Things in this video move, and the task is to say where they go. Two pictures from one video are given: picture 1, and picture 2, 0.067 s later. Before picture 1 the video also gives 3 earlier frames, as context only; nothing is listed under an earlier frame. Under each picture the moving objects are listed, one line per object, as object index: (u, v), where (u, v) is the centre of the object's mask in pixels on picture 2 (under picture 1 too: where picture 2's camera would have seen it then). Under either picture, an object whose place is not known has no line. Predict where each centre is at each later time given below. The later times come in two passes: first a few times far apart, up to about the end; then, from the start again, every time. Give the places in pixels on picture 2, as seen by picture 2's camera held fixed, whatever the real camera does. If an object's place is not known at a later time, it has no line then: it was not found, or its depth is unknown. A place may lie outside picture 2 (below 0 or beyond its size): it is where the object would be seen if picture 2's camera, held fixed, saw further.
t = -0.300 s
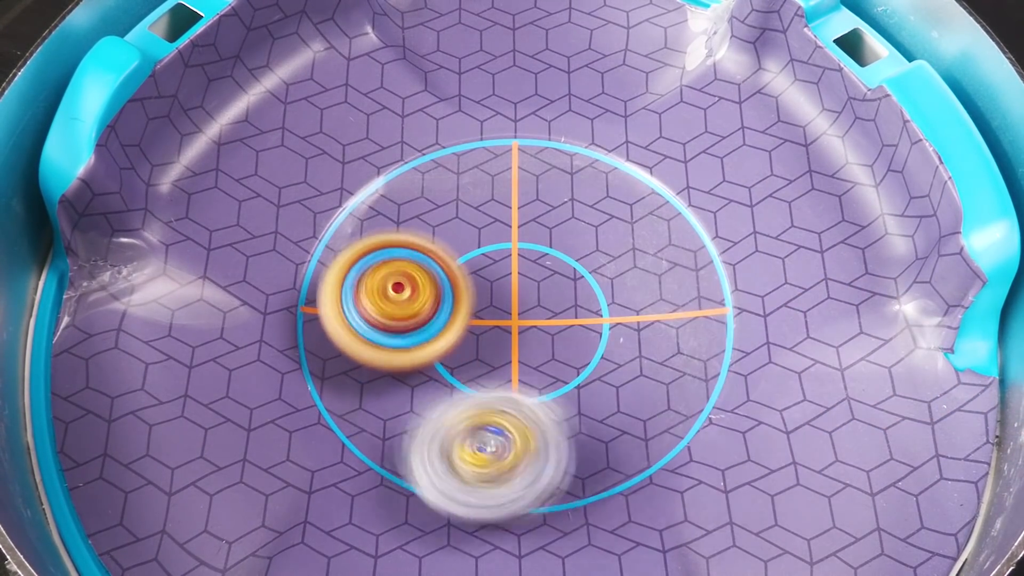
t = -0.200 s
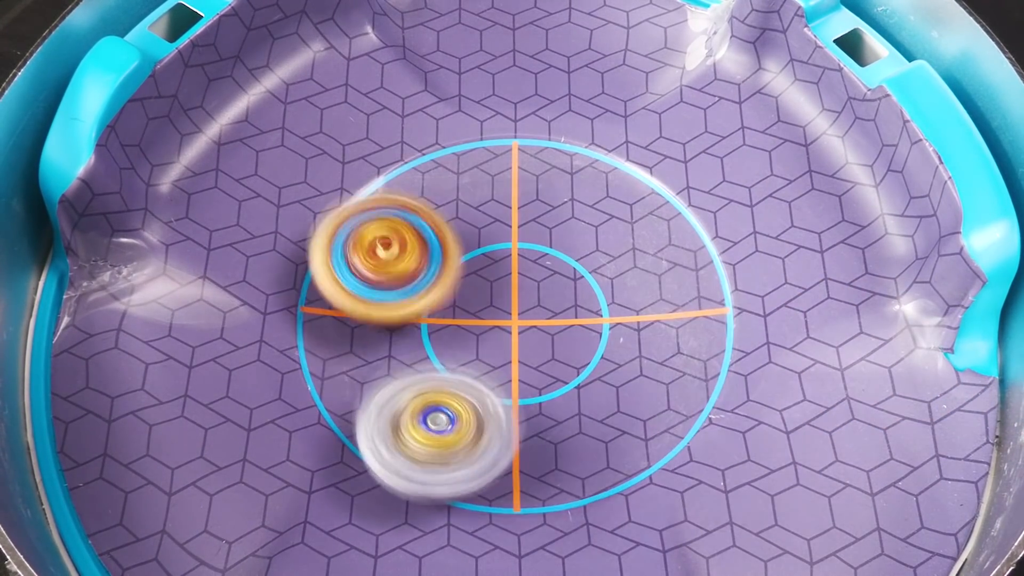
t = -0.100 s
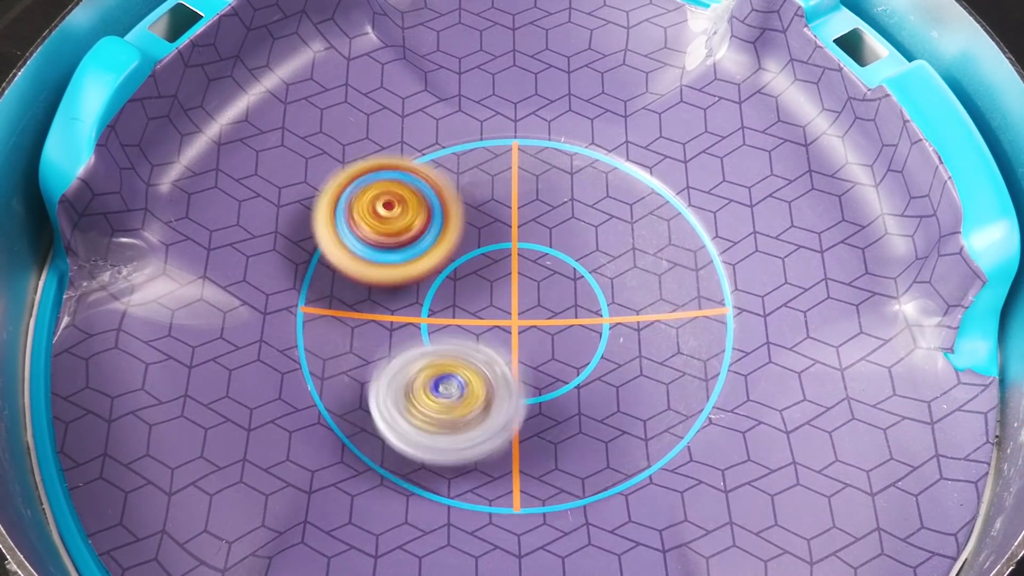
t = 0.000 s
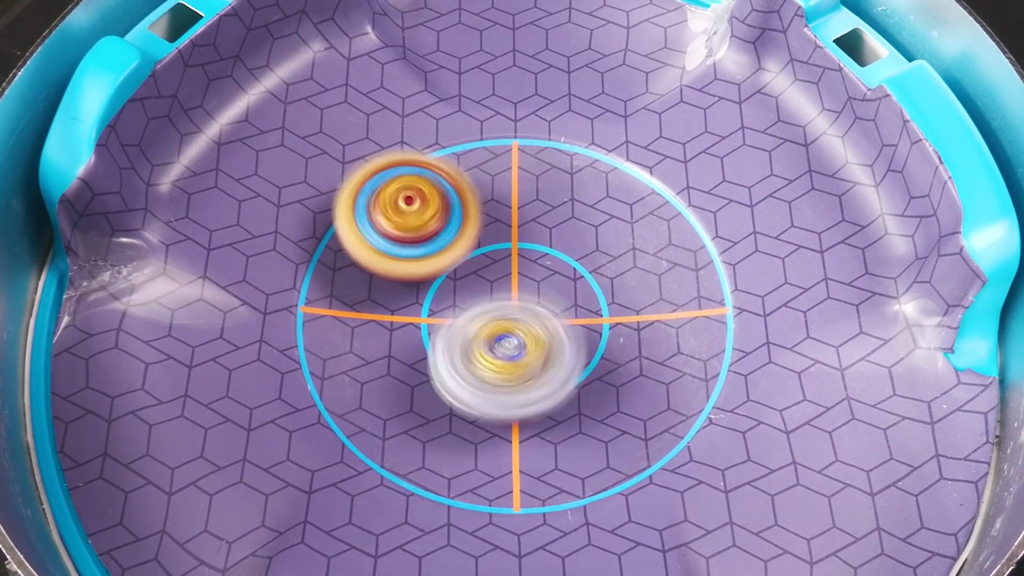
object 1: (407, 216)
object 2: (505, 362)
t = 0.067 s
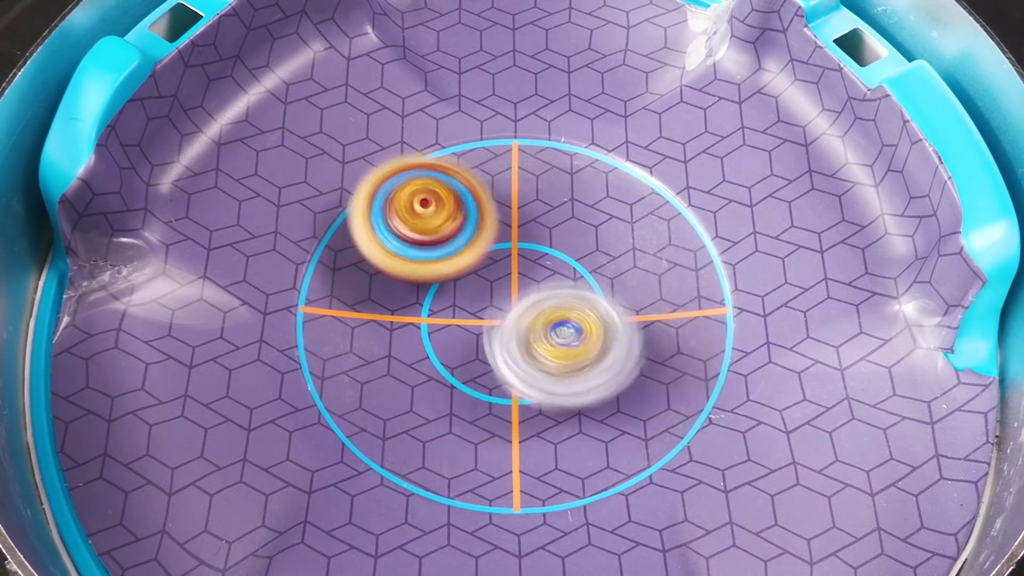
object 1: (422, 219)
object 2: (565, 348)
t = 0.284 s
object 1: (463, 241)
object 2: (655, 399)
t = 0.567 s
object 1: (401, 187)
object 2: (692, 399)
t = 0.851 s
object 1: (515, 218)
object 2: (759, 367)
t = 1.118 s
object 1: (512, 267)
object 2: (677, 316)
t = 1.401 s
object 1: (435, 283)
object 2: (665, 261)
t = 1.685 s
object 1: (381, 330)
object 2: (715, 158)
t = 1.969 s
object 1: (413, 325)
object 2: (691, 143)
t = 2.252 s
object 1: (439, 355)
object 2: (563, 211)
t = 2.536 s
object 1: (484, 418)
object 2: (463, 154)
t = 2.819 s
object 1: (510, 367)
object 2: (437, 165)
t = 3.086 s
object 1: (631, 343)
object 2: (354, 218)
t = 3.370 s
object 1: (663, 289)
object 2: (359, 253)
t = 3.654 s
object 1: (621, 216)
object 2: (498, 391)
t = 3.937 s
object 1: (527, 210)
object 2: (492, 395)
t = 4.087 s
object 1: (458, 231)
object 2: (502, 374)
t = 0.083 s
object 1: (426, 221)
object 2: (580, 348)
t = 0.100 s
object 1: (430, 222)
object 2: (595, 349)
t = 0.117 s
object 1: (433, 223)
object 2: (609, 350)
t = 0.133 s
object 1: (436, 225)
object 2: (621, 353)
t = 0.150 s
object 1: (439, 227)
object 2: (634, 355)
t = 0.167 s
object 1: (441, 228)
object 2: (642, 361)
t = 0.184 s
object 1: (445, 230)
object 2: (650, 366)
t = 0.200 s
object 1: (448, 232)
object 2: (655, 374)
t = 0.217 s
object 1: (451, 233)
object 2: (660, 380)
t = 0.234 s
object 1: (454, 235)
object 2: (661, 388)
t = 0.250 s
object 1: (458, 237)
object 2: (662, 391)
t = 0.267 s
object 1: (461, 239)
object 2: (659, 396)
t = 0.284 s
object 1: (463, 241)
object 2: (655, 399)
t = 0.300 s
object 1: (466, 243)
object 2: (648, 403)
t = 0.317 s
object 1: (469, 245)
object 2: (641, 403)
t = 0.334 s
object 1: (472, 247)
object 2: (632, 402)
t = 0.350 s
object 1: (475, 249)
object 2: (624, 399)
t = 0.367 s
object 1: (477, 251)
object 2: (614, 397)
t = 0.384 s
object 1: (480, 253)
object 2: (605, 391)
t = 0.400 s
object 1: (483, 255)
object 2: (595, 386)
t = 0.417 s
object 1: (486, 258)
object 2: (587, 377)
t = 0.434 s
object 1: (487, 258)
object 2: (579, 368)
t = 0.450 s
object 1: (482, 255)
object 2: (584, 364)
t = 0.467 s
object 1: (464, 241)
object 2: (607, 371)
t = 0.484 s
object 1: (447, 228)
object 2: (631, 377)
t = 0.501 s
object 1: (434, 216)
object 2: (650, 383)
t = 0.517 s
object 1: (422, 206)
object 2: (666, 389)
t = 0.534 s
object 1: (412, 199)
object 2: (678, 394)
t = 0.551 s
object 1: (404, 193)
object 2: (687, 396)
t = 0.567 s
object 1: (401, 187)
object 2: (692, 399)
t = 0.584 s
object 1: (398, 185)
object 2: (697, 402)
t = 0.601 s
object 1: (398, 184)
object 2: (702, 407)
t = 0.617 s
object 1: (400, 182)
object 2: (707, 411)
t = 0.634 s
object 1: (404, 183)
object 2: (711, 415)
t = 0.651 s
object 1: (410, 183)
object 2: (715, 417)
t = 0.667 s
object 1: (417, 183)
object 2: (718, 418)
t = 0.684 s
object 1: (426, 183)
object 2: (722, 418)
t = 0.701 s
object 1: (435, 185)
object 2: (727, 415)
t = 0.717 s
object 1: (444, 187)
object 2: (730, 415)
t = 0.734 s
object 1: (455, 189)
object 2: (735, 410)
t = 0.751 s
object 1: (466, 192)
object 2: (739, 406)
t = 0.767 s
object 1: (476, 197)
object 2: (743, 400)
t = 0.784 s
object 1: (484, 200)
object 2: (747, 392)
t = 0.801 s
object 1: (493, 204)
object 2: (752, 387)
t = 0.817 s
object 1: (501, 209)
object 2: (753, 381)
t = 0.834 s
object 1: (508, 213)
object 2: (756, 375)
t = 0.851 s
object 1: (515, 218)
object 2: (759, 367)
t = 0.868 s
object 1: (521, 222)
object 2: (762, 361)
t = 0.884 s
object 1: (527, 228)
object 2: (763, 355)
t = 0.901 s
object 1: (531, 232)
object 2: (764, 350)
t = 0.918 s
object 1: (536, 236)
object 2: (763, 344)
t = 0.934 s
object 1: (540, 240)
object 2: (764, 337)
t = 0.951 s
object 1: (542, 243)
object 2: (762, 332)
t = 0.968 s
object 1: (543, 246)
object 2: (761, 330)
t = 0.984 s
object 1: (543, 248)
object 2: (756, 326)
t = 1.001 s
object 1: (543, 251)
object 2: (750, 325)
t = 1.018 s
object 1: (540, 253)
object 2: (744, 323)
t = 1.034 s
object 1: (537, 255)
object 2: (736, 322)
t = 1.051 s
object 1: (533, 257)
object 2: (727, 321)
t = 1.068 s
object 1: (529, 259)
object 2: (716, 321)
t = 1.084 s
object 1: (523, 261)
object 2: (701, 320)
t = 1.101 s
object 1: (517, 263)
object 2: (690, 319)
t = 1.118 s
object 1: (512, 267)
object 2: (677, 316)
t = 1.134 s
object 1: (505, 270)
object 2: (662, 313)
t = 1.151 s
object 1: (498, 272)
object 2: (650, 309)
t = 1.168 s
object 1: (491, 274)
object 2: (643, 304)
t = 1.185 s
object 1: (479, 276)
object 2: (643, 299)
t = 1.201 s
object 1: (466, 277)
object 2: (646, 295)
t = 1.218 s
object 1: (457, 277)
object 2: (647, 290)
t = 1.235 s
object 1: (447, 278)
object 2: (651, 284)
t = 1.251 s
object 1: (440, 279)
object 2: (654, 280)
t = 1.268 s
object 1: (435, 278)
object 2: (657, 278)
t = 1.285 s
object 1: (433, 279)
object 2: (659, 274)
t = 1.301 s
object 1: (430, 280)
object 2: (661, 270)
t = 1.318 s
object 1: (429, 279)
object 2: (666, 268)
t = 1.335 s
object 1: (429, 281)
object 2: (667, 266)
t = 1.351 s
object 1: (429, 281)
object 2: (666, 264)
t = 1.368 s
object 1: (431, 282)
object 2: (667, 262)
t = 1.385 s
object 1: (434, 282)
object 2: (667, 260)
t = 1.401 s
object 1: (435, 283)
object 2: (665, 261)
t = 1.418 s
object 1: (438, 283)
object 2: (663, 259)
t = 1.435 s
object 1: (442, 283)
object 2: (657, 259)
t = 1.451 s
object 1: (445, 284)
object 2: (655, 261)
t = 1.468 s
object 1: (448, 284)
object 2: (649, 260)
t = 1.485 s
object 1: (453, 283)
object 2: (641, 260)
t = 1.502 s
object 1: (456, 284)
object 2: (634, 262)
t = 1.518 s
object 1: (460, 284)
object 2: (628, 258)
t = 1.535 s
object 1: (463, 283)
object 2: (617, 257)
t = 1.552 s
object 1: (465, 285)
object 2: (614, 252)
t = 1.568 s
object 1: (457, 289)
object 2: (616, 246)
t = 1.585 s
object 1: (438, 297)
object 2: (636, 224)
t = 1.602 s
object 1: (422, 305)
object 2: (657, 207)
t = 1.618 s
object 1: (411, 312)
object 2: (671, 195)
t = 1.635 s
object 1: (400, 318)
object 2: (684, 182)
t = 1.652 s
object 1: (391, 323)
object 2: (698, 171)
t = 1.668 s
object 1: (385, 327)
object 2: (707, 166)
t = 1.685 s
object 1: (381, 330)
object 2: (715, 158)
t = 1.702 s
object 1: (378, 331)
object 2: (727, 151)
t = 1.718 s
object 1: (377, 332)
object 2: (731, 146)
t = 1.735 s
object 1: (377, 332)
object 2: (741, 137)
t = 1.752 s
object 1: (377, 332)
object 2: (749, 130)
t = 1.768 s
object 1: (378, 332)
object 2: (753, 122)
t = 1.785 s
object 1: (380, 331)
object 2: (761, 114)
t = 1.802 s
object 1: (382, 330)
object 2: (765, 110)
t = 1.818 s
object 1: (383, 329)
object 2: (770, 101)
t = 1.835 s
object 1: (386, 329)
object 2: (774, 95)
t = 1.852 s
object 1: (389, 327)
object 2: (768, 99)
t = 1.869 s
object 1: (391, 327)
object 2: (760, 102)
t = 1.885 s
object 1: (395, 326)
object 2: (748, 109)
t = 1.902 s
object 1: (399, 326)
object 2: (738, 117)
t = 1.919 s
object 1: (402, 326)
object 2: (729, 121)
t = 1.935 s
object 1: (405, 325)
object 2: (713, 130)
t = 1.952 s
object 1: (410, 325)
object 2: (701, 134)
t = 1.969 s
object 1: (413, 325)
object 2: (691, 143)
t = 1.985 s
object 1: (417, 324)
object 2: (679, 150)
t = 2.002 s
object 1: (421, 324)
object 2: (668, 158)
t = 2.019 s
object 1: (425, 323)
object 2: (654, 170)
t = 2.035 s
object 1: (429, 322)
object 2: (645, 179)
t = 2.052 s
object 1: (433, 321)
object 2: (631, 190)
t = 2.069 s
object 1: (437, 321)
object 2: (620, 198)
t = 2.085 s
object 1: (443, 320)
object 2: (610, 208)
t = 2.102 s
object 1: (447, 319)
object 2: (596, 218)
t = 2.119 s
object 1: (451, 319)
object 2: (590, 223)
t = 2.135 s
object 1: (456, 318)
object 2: (578, 234)
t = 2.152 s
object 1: (458, 319)
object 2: (570, 236)
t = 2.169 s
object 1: (456, 322)
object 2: (565, 234)
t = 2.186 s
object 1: (450, 331)
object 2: (566, 229)
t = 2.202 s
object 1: (447, 340)
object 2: (568, 223)
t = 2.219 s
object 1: (443, 346)
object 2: (565, 217)
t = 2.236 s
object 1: (441, 350)
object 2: (566, 216)
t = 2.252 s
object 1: (439, 355)
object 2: (563, 211)
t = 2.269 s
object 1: (438, 358)
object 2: (559, 212)
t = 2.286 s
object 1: (440, 360)
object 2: (556, 213)
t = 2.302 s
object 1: (440, 362)
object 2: (551, 217)
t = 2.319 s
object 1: (442, 362)
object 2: (543, 221)
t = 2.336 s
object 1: (444, 362)
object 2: (536, 229)
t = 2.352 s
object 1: (447, 360)
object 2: (528, 232)
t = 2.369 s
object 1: (450, 359)
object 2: (521, 237)
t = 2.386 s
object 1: (452, 359)
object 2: (514, 239)
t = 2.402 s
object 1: (455, 360)
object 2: (505, 240)
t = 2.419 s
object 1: (458, 366)
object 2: (500, 235)
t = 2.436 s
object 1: (460, 381)
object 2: (492, 219)
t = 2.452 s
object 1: (465, 392)
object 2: (483, 207)
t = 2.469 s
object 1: (468, 402)
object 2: (480, 192)
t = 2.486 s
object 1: (472, 407)
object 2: (476, 181)
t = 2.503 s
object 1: (476, 413)
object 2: (473, 168)
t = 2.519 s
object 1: (479, 416)
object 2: (467, 159)
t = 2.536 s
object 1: (484, 418)
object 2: (463, 154)
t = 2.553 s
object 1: (486, 419)
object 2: (459, 149)
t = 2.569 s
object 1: (490, 418)
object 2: (454, 146)
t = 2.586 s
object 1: (492, 418)
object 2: (455, 144)
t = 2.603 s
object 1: (495, 414)
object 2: (453, 140)
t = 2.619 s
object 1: (497, 412)
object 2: (454, 139)
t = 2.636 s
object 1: (499, 408)
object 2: (453, 136)
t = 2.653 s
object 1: (502, 405)
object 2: (451, 136)
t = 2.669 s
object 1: (501, 400)
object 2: (452, 135)
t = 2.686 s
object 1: (504, 395)
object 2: (449, 135)
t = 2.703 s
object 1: (504, 392)
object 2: (449, 137)
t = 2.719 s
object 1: (505, 387)
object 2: (446, 138)
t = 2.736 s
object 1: (506, 384)
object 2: (442, 143)
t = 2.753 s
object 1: (507, 379)
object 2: (443, 147)
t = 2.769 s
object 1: (509, 377)
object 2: (440, 150)
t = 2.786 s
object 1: (509, 373)
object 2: (441, 156)
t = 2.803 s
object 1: (511, 369)
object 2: (439, 158)
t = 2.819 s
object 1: (510, 367)
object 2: (437, 165)
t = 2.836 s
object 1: (512, 363)
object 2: (440, 170)
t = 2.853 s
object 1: (512, 361)
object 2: (432, 177)
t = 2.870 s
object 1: (513, 358)
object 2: (434, 185)
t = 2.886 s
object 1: (515, 355)
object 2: (435, 192)
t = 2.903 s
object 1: (515, 353)
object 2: (434, 201)
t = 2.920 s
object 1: (517, 351)
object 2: (441, 209)
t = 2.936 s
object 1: (518, 349)
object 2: (439, 213)
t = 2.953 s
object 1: (521, 346)
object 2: (442, 221)
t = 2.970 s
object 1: (521, 345)
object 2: (448, 226)
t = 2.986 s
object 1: (524, 342)
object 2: (446, 231)
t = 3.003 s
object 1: (527, 341)
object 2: (452, 236)
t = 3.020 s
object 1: (549, 346)
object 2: (431, 232)
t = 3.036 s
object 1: (569, 345)
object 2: (405, 229)
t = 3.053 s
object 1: (593, 346)
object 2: (383, 227)
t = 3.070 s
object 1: (612, 348)
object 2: (367, 224)
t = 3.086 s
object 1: (631, 343)
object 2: (354, 218)
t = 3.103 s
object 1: (648, 342)
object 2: (340, 212)
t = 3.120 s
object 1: (662, 337)
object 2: (330, 207)
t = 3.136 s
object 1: (673, 335)
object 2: (320, 204)
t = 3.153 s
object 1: (683, 328)
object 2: (314, 205)
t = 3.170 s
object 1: (690, 325)
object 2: (311, 207)
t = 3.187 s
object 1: (694, 320)
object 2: (310, 209)
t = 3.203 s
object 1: (695, 318)
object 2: (309, 212)
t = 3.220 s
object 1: (697, 313)
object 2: (310, 218)
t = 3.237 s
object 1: (695, 312)
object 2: (315, 223)
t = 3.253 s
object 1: (694, 307)
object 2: (320, 226)
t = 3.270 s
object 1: (691, 305)
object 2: (323, 227)
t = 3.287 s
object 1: (688, 301)
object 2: (324, 230)
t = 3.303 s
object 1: (683, 299)
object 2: (328, 236)
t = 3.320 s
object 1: (680, 295)
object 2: (338, 242)
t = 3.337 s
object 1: (674, 294)
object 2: (346, 246)
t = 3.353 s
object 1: (670, 290)
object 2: (354, 248)
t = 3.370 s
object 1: (663, 289)
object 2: (359, 253)
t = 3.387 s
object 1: (659, 285)
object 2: (366, 258)
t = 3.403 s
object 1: (653, 284)
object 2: (380, 263)
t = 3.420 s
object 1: (650, 281)
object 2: (395, 264)
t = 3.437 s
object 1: (643, 279)
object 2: (408, 268)
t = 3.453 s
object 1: (640, 276)
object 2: (419, 271)
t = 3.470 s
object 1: (633, 275)
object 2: (429, 276)
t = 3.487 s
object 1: (630, 272)
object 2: (443, 283)
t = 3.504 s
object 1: (623, 270)
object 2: (461, 288)
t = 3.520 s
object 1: (622, 268)
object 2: (476, 293)
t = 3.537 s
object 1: (623, 259)
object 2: (482, 303)
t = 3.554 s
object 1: (627, 250)
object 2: (480, 315)
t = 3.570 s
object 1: (628, 239)
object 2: (482, 329)
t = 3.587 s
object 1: (628, 233)
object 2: (486, 341)
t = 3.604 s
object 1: (629, 225)
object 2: (490, 357)
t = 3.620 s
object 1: (626, 222)
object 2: (494, 369)
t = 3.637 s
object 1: (625, 218)
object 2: (497, 381)
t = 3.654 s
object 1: (621, 216)
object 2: (498, 391)
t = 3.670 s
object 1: (620, 214)
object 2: (497, 399)
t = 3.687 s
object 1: (615, 211)
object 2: (495, 405)
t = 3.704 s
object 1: (611, 212)
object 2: (494, 411)
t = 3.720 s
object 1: (607, 208)
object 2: (494, 415)
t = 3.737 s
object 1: (601, 210)
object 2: (493, 418)
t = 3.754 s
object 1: (597, 207)
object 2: (491, 419)
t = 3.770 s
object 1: (591, 207)
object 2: (489, 420)
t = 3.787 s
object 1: (588, 207)
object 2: (488, 419)
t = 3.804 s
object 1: (580, 206)
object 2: (486, 418)
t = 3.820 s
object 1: (575, 206)
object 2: (486, 417)
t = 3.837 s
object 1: (569, 204)
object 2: (486, 414)
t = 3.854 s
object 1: (561, 206)
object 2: (486, 412)
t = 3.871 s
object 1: (555, 205)
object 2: (487, 409)
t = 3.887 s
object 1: (547, 206)
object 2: (488, 406)
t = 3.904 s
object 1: (541, 207)
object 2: (489, 403)
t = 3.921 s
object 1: (533, 208)
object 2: (490, 400)
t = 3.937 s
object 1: (527, 210)
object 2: (492, 395)
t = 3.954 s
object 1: (519, 210)
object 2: (494, 390)
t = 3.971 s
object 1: (511, 213)
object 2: (496, 386)
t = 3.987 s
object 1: (504, 214)
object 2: (497, 383)
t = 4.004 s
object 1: (495, 217)
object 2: (498, 380)
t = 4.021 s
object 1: (488, 219)
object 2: (500, 378)
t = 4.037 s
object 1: (480, 221)
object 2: (501, 376)
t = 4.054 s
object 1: (473, 225)
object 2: (502, 375)
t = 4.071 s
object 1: (466, 226)
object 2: (502, 375)
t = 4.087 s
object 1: (458, 231)
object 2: (502, 374)
